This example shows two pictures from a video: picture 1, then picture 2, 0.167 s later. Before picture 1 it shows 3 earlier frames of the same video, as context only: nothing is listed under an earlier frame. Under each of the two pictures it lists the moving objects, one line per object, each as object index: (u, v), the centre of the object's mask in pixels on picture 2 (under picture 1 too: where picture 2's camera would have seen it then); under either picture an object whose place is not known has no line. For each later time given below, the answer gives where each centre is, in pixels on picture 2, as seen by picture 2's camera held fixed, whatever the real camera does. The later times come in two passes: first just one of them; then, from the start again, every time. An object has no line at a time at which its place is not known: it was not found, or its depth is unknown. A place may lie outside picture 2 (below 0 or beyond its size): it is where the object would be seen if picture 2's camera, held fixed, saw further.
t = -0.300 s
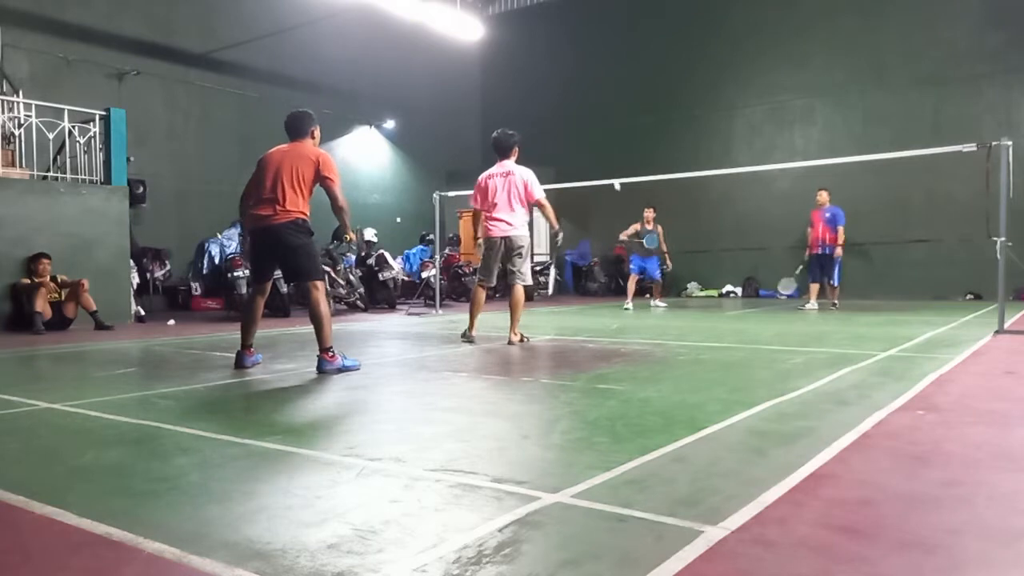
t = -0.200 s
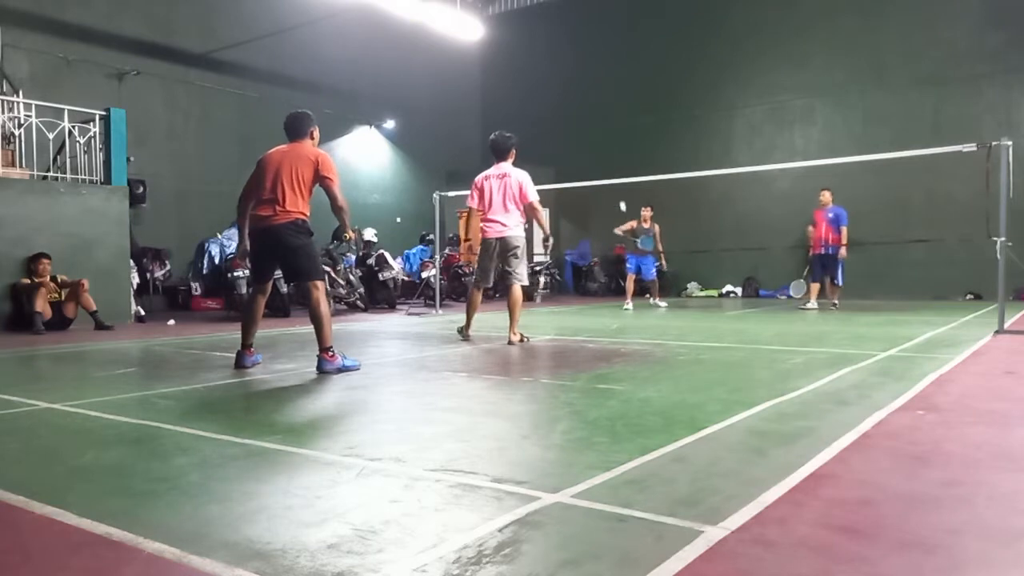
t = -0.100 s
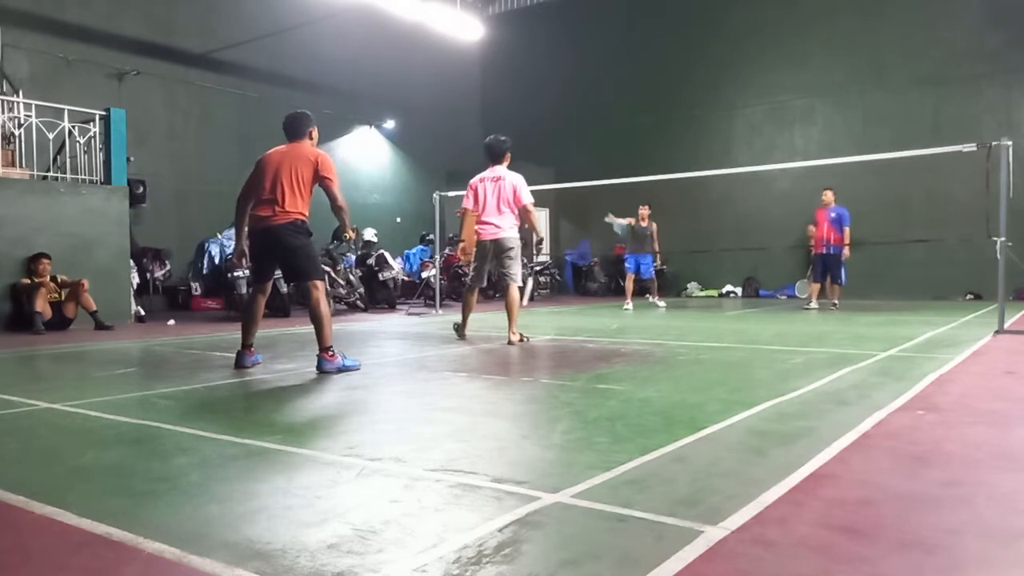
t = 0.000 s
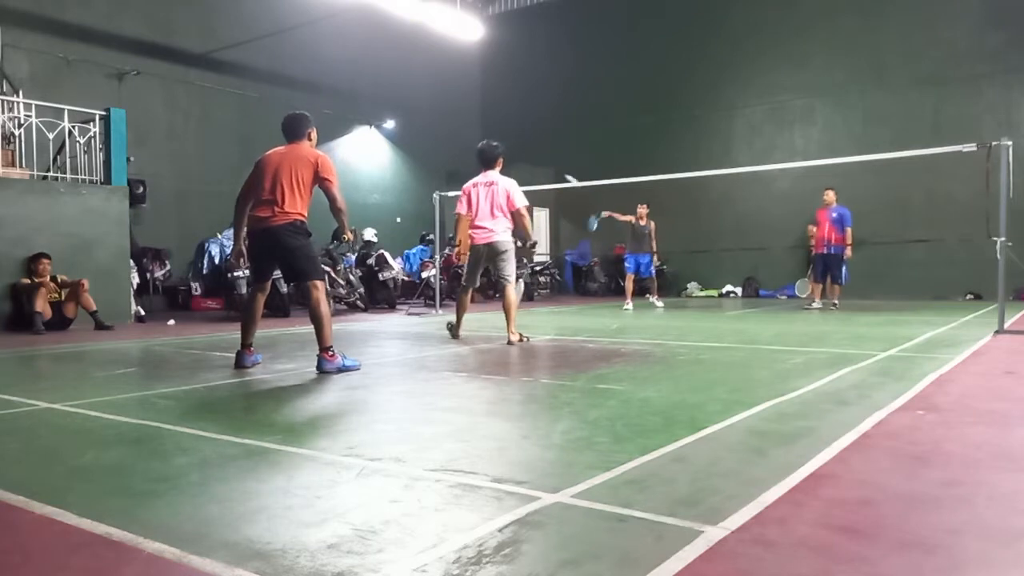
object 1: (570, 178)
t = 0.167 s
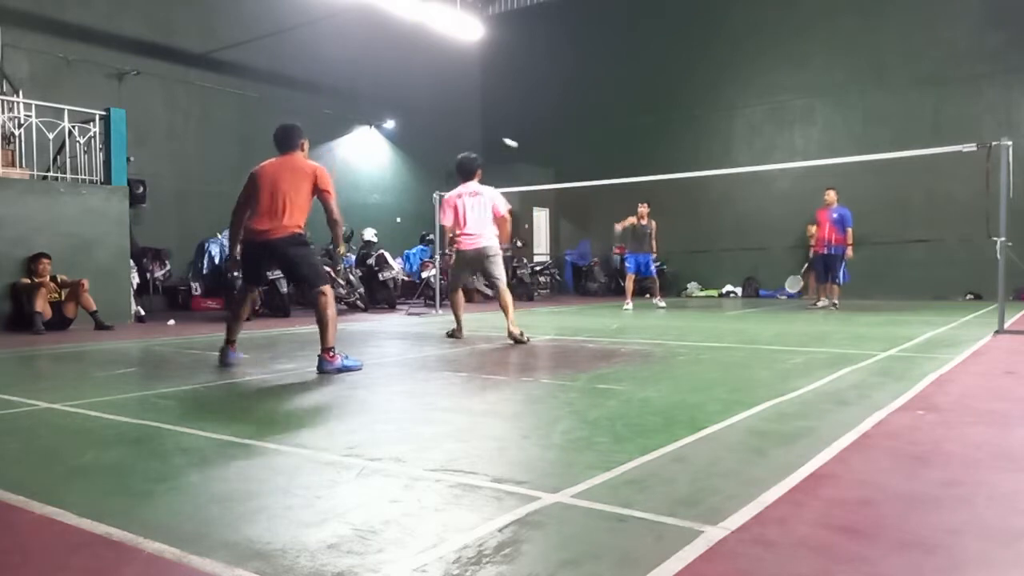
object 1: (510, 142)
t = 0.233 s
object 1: (488, 135)
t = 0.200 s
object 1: (499, 138)
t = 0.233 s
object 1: (488, 135)
